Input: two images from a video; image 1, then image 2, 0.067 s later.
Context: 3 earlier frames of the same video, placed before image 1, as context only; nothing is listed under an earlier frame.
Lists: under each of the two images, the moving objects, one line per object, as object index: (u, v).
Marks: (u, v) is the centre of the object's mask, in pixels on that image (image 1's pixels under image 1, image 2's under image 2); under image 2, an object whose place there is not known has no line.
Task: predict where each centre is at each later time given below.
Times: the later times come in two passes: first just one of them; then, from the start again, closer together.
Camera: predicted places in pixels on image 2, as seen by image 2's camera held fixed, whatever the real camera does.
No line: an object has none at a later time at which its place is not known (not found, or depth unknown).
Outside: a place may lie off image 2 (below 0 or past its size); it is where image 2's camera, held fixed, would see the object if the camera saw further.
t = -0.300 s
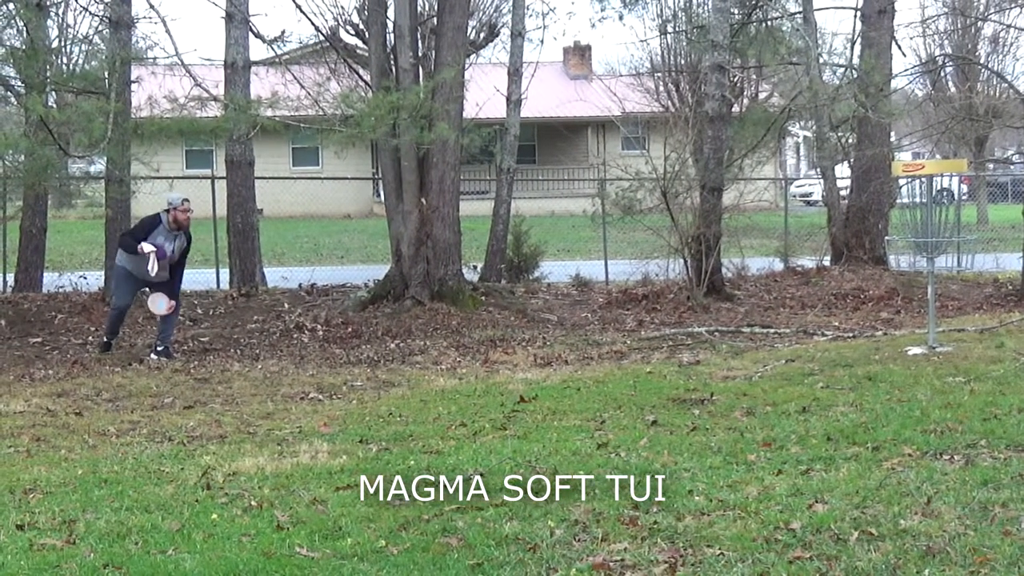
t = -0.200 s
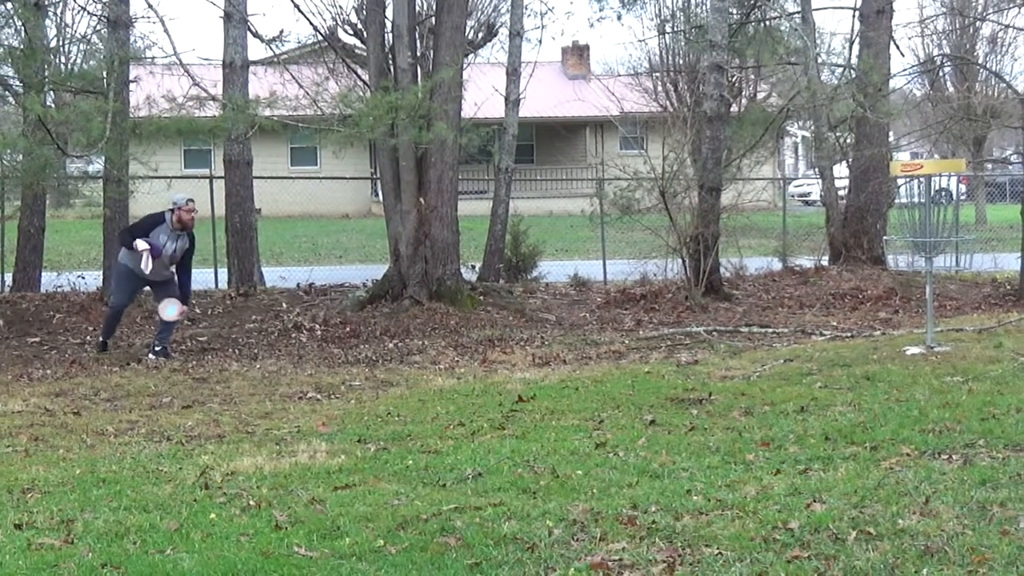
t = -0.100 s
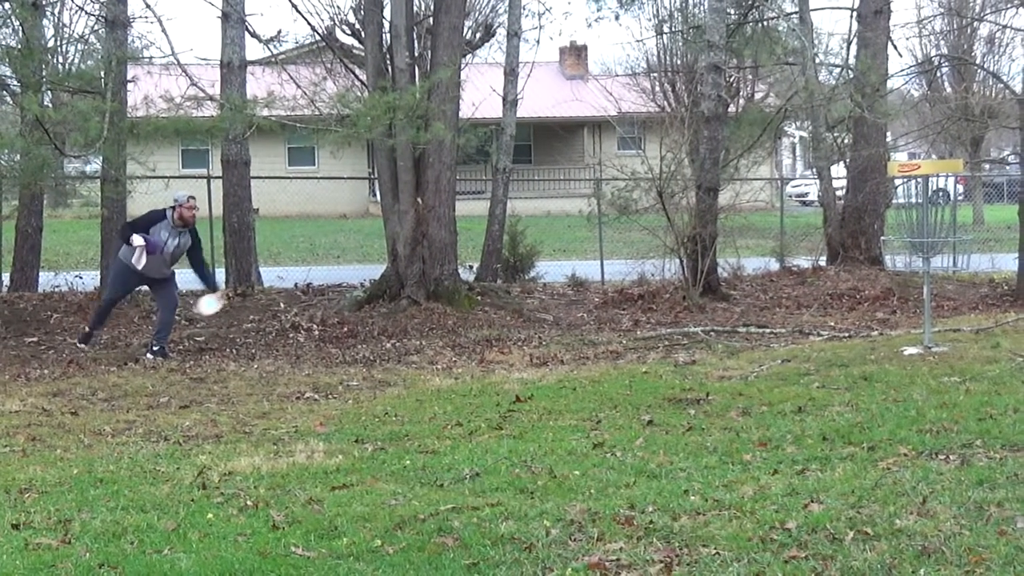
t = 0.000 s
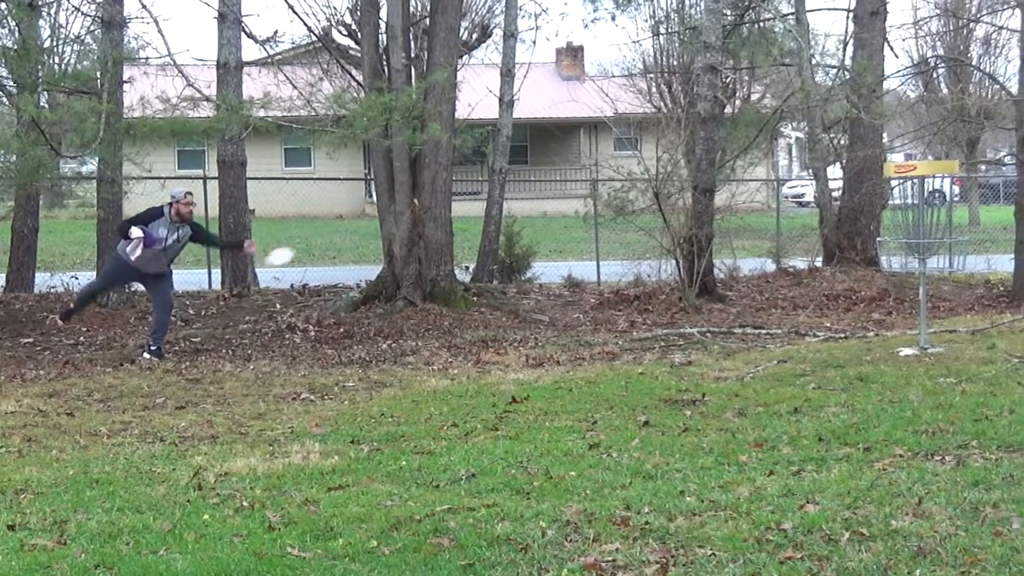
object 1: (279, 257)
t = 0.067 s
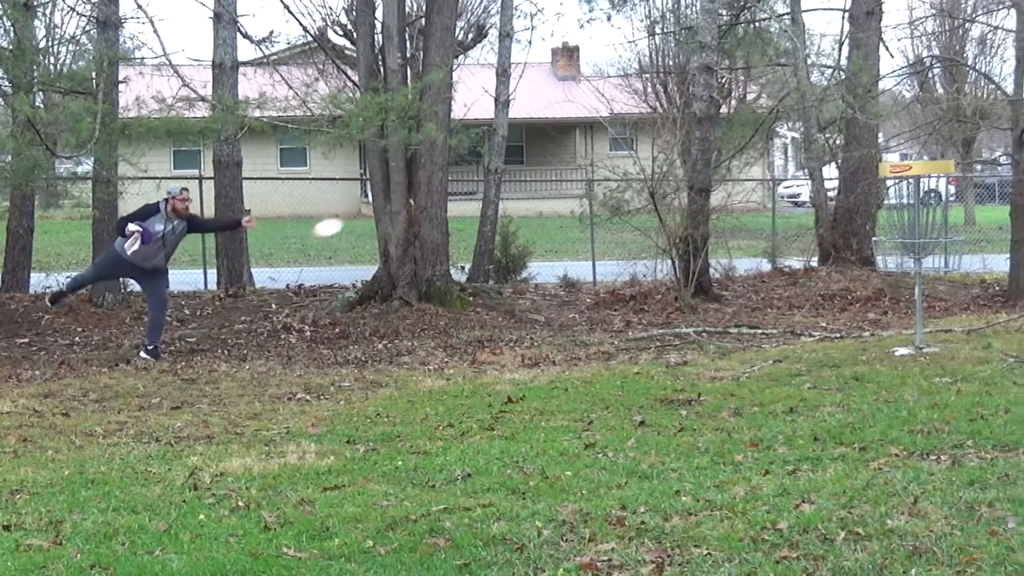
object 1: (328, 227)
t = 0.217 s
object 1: (449, 188)
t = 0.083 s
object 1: (341, 221)
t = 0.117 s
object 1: (368, 210)
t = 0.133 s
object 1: (381, 205)
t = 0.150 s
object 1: (394, 202)
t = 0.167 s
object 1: (408, 197)
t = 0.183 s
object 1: (421, 194)
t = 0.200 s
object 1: (435, 190)
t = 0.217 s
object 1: (449, 188)
